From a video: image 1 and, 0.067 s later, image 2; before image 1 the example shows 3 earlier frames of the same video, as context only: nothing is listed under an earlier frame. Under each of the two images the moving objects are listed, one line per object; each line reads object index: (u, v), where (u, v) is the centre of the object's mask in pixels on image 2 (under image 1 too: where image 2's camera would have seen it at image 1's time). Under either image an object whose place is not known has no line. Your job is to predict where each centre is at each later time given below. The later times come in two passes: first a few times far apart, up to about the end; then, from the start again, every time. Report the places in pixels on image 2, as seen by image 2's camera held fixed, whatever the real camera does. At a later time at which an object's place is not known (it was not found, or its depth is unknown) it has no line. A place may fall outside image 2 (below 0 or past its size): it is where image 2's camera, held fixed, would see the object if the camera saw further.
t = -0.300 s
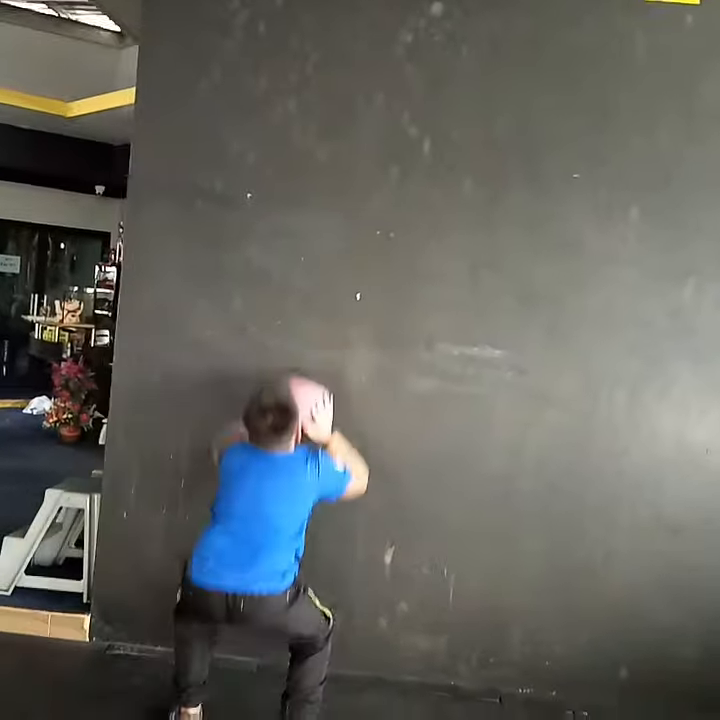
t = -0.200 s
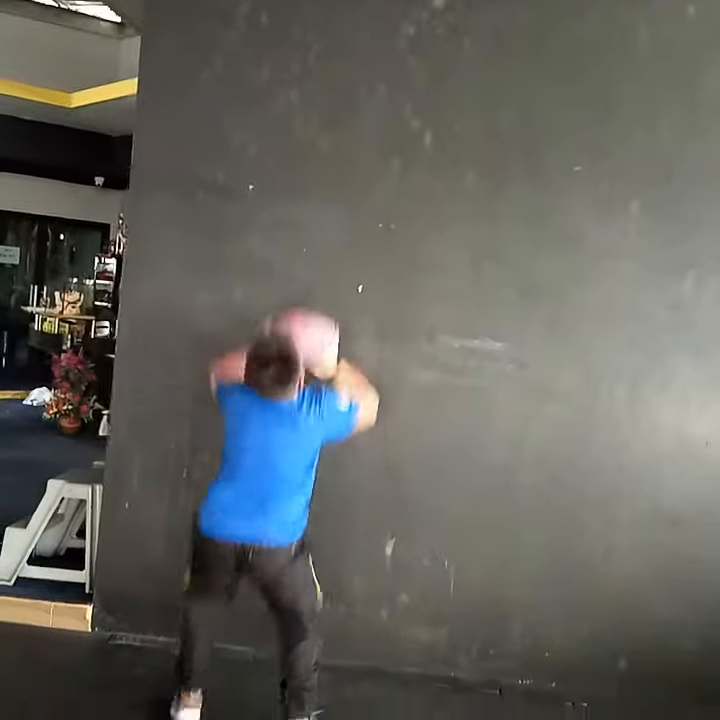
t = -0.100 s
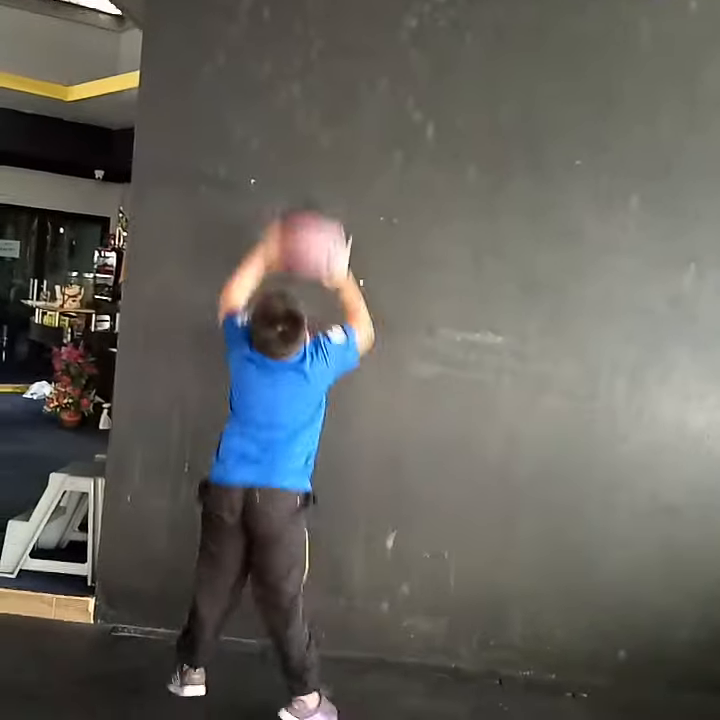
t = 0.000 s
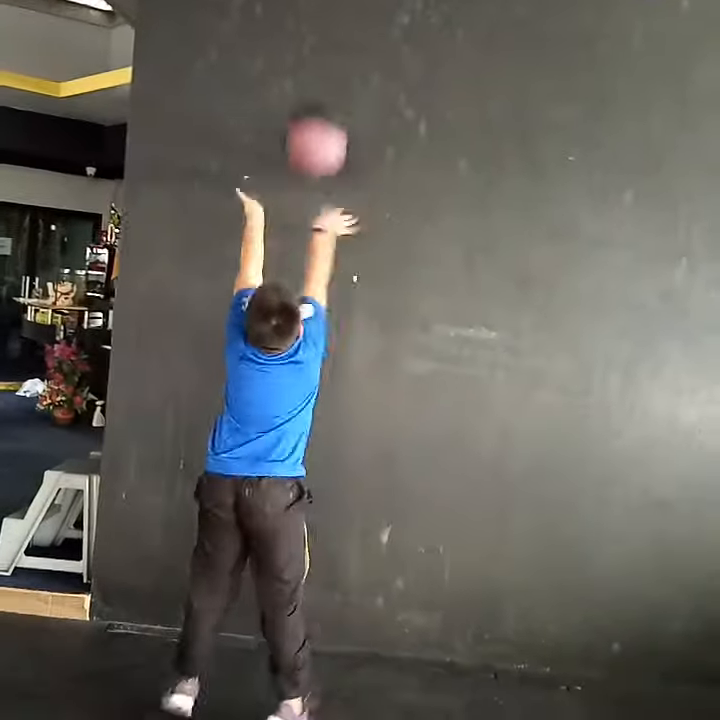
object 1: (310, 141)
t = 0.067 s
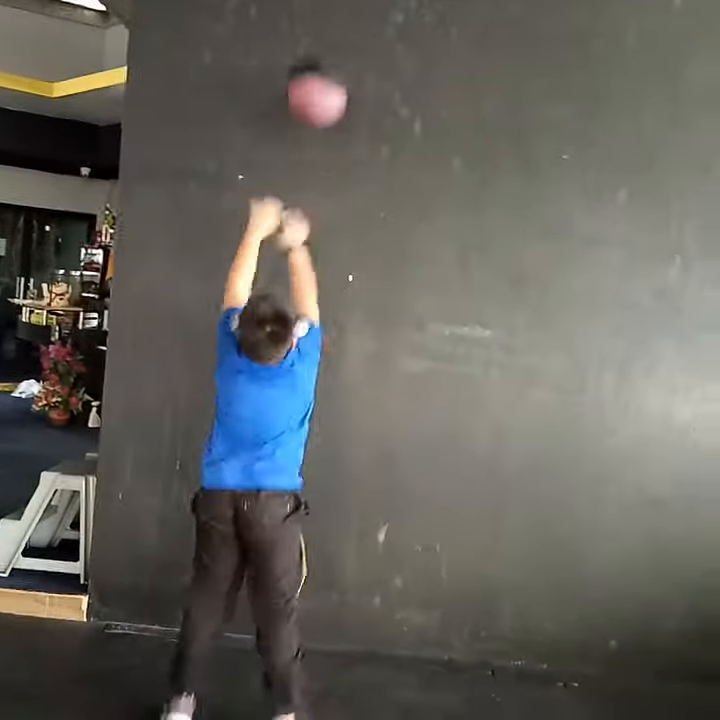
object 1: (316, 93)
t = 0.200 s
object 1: (325, 36)
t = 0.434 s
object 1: (321, 47)
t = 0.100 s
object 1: (318, 74)
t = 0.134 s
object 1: (320, 59)
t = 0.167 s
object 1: (322, 45)
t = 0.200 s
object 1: (325, 36)
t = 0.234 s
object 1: (325, 31)
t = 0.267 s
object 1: (326, 28)
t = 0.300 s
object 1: (326, 25)
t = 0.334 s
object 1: (326, 26)
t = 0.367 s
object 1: (325, 30)
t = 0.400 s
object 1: (323, 36)
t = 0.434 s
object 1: (321, 47)
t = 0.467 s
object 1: (320, 60)
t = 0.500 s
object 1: (318, 76)
